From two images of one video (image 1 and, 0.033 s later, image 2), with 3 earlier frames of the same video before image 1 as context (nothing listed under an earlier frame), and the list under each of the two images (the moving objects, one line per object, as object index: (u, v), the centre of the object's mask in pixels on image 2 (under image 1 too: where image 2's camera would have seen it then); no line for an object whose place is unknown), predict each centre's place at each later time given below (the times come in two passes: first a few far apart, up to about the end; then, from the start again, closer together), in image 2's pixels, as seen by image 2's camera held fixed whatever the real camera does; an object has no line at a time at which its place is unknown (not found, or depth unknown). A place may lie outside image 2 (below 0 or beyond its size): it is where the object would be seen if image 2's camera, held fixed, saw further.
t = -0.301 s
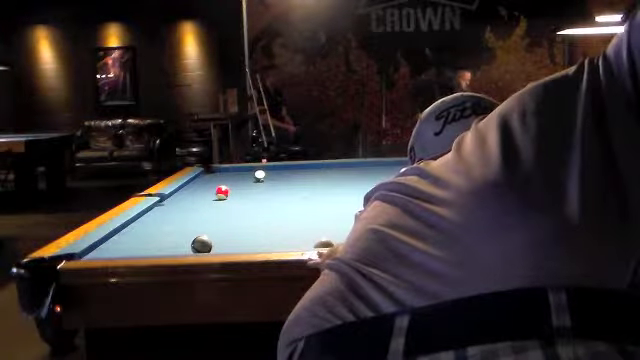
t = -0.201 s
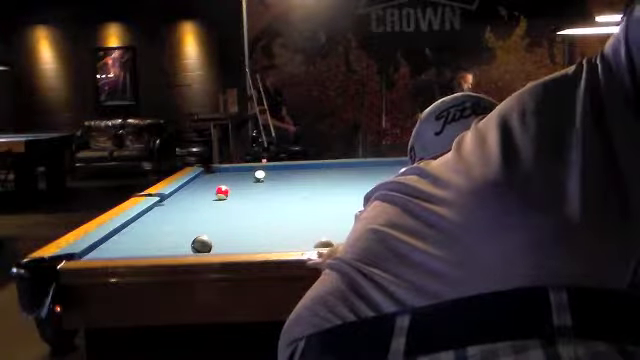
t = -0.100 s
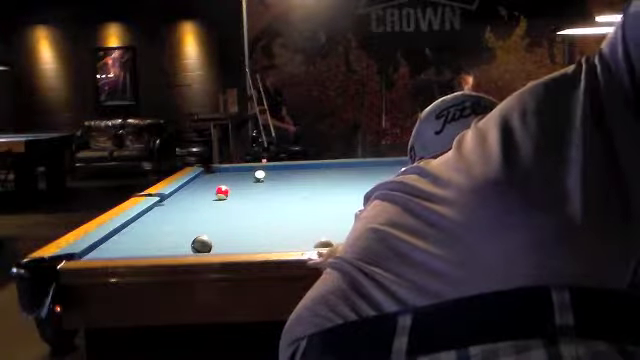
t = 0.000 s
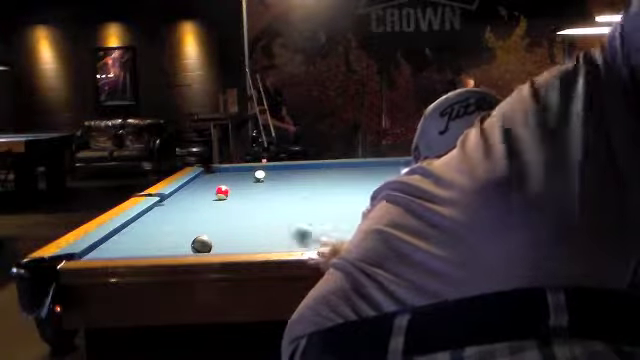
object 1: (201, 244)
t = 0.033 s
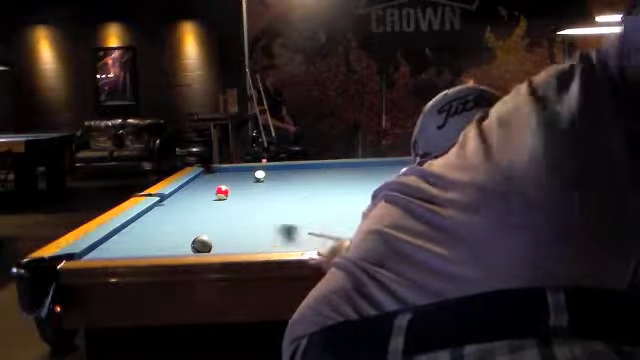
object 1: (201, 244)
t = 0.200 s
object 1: (199, 245)
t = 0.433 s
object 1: (199, 245)
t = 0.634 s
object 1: (199, 245)
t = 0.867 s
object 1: (199, 245)
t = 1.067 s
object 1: (199, 245)
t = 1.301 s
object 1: (199, 245)
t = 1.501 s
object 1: (199, 245)
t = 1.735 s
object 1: (198, 245)
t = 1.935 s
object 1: (199, 245)
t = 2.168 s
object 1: (200, 245)
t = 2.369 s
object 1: (200, 245)
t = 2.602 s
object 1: (192, 246)
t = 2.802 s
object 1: (182, 246)
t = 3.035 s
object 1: (173, 247)
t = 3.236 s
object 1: (166, 249)
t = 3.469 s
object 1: (159, 249)
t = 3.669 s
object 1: (155, 249)
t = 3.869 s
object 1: (153, 249)
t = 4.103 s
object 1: (150, 249)
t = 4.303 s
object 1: (149, 249)
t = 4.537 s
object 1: (149, 249)
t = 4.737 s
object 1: (149, 249)
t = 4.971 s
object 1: (149, 249)
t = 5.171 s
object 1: (150, 249)
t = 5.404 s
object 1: (150, 248)
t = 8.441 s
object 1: (151, 248)
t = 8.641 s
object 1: (150, 249)
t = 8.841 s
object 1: (150, 249)
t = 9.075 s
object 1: (151, 249)
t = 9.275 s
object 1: (153, 249)
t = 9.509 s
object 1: (153, 248)
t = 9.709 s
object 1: (152, 249)
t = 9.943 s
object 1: (152, 249)
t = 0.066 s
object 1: (201, 244)
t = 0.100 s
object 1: (199, 245)
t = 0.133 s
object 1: (199, 245)
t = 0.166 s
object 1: (199, 245)
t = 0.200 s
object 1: (199, 245)
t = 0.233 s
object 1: (200, 245)
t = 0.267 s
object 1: (199, 245)
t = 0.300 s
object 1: (199, 245)
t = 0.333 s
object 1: (199, 245)
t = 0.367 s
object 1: (199, 245)
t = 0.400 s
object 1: (199, 245)
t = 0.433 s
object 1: (199, 245)
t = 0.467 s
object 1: (199, 245)
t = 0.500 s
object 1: (199, 245)
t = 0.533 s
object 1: (199, 245)
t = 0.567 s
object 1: (199, 245)
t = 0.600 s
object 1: (199, 245)
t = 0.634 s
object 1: (199, 245)
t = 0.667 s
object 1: (199, 245)
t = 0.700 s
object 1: (199, 245)
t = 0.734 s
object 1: (199, 245)
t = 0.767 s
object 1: (199, 245)
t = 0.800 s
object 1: (199, 245)
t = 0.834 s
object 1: (199, 245)
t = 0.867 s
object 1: (199, 245)
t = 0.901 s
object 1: (199, 245)
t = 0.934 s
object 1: (199, 245)
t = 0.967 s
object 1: (199, 245)
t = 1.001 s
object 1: (199, 245)
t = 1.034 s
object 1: (199, 245)
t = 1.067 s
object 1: (199, 245)
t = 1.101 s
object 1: (199, 245)
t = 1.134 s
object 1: (199, 245)
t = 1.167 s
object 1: (199, 245)
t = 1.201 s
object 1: (199, 245)
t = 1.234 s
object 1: (199, 245)
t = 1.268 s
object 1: (199, 245)
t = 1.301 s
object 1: (199, 245)
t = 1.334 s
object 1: (199, 245)
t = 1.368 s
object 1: (199, 245)
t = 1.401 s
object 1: (199, 245)
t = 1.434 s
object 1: (199, 245)
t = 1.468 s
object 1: (199, 245)
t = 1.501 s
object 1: (199, 245)
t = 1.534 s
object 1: (199, 245)
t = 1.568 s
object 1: (199, 245)
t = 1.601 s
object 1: (199, 245)
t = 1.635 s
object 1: (199, 245)
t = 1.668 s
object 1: (199, 245)
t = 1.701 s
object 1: (199, 245)
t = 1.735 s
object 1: (198, 245)
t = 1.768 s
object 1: (199, 245)
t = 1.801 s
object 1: (199, 245)
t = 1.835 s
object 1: (199, 245)
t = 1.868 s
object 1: (199, 245)
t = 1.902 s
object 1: (199, 245)
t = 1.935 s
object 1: (199, 245)
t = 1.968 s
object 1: (199, 245)
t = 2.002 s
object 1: (199, 245)
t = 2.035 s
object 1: (199, 245)
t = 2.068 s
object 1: (200, 245)
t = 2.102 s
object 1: (200, 245)
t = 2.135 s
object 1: (200, 245)
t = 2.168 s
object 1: (200, 245)
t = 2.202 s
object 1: (200, 245)
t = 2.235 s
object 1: (200, 245)
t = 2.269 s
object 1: (200, 245)
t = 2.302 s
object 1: (200, 245)
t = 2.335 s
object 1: (201, 245)
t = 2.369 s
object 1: (200, 245)
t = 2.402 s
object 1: (200, 245)
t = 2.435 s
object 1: (200, 245)
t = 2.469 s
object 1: (198, 245)
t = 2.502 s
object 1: (196, 245)
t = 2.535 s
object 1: (195, 245)
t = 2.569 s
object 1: (193, 246)
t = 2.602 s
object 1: (192, 246)
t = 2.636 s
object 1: (189, 246)
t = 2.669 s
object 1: (187, 246)
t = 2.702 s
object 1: (187, 246)
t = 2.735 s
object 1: (186, 246)
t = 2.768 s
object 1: (184, 246)
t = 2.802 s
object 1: (182, 246)
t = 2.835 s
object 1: (181, 247)
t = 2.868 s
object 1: (179, 247)
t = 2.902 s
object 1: (179, 247)
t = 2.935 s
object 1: (177, 247)
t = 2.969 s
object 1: (176, 247)
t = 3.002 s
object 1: (175, 248)
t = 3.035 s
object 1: (173, 247)
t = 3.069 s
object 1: (172, 248)
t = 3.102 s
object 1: (171, 248)
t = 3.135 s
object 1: (169, 248)
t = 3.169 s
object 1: (169, 248)
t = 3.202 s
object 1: (167, 248)
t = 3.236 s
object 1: (166, 249)
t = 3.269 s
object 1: (165, 248)
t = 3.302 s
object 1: (164, 249)
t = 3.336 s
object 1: (164, 249)
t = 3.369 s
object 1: (162, 249)
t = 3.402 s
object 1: (161, 249)
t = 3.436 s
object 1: (160, 249)
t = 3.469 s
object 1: (159, 249)
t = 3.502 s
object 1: (158, 249)
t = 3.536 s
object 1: (158, 249)
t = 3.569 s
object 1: (157, 249)
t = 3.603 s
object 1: (156, 249)
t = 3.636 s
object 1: (155, 249)
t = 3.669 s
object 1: (155, 249)
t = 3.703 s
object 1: (154, 250)
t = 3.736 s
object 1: (154, 250)
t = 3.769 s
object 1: (153, 250)
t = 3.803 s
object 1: (153, 250)
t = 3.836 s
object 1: (153, 249)
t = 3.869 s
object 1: (153, 249)
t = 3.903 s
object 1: (152, 249)
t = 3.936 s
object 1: (152, 249)
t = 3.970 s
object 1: (151, 249)
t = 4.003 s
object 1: (151, 249)
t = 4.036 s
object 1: (151, 249)
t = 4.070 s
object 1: (151, 249)
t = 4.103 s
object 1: (150, 249)
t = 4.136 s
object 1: (150, 249)
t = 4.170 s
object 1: (150, 249)
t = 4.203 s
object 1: (150, 249)
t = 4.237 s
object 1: (149, 249)
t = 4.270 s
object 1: (149, 249)
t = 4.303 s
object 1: (149, 249)
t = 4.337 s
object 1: (149, 249)
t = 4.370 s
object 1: (149, 249)
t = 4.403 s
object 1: (149, 249)
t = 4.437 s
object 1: (149, 249)
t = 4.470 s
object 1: (149, 249)
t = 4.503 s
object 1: (148, 249)
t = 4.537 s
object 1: (149, 249)
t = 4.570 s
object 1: (149, 249)
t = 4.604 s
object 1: (149, 249)
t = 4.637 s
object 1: (149, 249)
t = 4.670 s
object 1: (149, 249)
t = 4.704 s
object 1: (149, 249)
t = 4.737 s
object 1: (149, 249)
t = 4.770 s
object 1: (149, 249)
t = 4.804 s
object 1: (149, 249)
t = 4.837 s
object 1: (149, 249)
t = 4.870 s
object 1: (149, 249)
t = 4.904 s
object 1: (149, 249)
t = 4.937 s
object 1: (149, 249)
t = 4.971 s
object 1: (149, 249)
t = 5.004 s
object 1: (149, 249)
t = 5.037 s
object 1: (149, 249)
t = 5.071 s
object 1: (149, 249)
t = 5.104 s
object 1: (149, 249)
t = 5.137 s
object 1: (149, 249)
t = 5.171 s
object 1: (150, 249)
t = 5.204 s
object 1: (150, 248)
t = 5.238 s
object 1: (150, 248)
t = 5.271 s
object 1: (150, 248)
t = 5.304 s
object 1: (150, 248)
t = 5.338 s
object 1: (150, 248)
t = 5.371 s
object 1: (150, 248)
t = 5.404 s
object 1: (150, 248)
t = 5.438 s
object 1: (151, 248)
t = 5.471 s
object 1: (151, 248)
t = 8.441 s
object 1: (151, 248)
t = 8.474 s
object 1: (151, 248)
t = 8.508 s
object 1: (151, 249)
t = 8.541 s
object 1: (151, 249)
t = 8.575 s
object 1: (151, 249)
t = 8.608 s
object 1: (151, 249)
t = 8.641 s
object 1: (150, 249)
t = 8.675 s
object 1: (150, 249)
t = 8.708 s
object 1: (150, 249)
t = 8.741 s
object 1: (150, 249)
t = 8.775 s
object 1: (150, 249)
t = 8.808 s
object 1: (150, 249)
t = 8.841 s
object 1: (150, 249)
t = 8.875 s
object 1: (150, 249)
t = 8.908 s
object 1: (150, 249)
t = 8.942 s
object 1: (150, 249)
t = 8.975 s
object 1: (150, 249)
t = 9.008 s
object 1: (151, 249)
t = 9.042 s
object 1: (151, 249)
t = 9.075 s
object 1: (151, 249)
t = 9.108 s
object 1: (150, 249)
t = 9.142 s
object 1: (150, 249)
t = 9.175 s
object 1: (152, 249)
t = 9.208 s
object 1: (153, 249)
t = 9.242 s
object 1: (153, 249)
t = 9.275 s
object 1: (153, 249)
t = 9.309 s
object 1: (153, 248)
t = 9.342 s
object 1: (153, 248)
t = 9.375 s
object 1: (153, 249)
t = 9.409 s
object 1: (153, 249)
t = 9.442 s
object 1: (153, 249)
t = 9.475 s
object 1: (153, 249)
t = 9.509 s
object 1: (153, 248)
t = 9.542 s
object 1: (153, 249)
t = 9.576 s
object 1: (153, 249)
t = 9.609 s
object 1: (153, 249)
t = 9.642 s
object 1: (153, 248)
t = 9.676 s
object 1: (153, 249)
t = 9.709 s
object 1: (152, 249)
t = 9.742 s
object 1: (152, 249)
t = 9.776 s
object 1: (152, 249)
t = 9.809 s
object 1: (152, 249)
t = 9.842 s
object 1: (152, 249)
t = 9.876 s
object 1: (152, 249)
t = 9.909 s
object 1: (152, 248)
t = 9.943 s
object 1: (152, 249)
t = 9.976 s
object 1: (152, 249)
